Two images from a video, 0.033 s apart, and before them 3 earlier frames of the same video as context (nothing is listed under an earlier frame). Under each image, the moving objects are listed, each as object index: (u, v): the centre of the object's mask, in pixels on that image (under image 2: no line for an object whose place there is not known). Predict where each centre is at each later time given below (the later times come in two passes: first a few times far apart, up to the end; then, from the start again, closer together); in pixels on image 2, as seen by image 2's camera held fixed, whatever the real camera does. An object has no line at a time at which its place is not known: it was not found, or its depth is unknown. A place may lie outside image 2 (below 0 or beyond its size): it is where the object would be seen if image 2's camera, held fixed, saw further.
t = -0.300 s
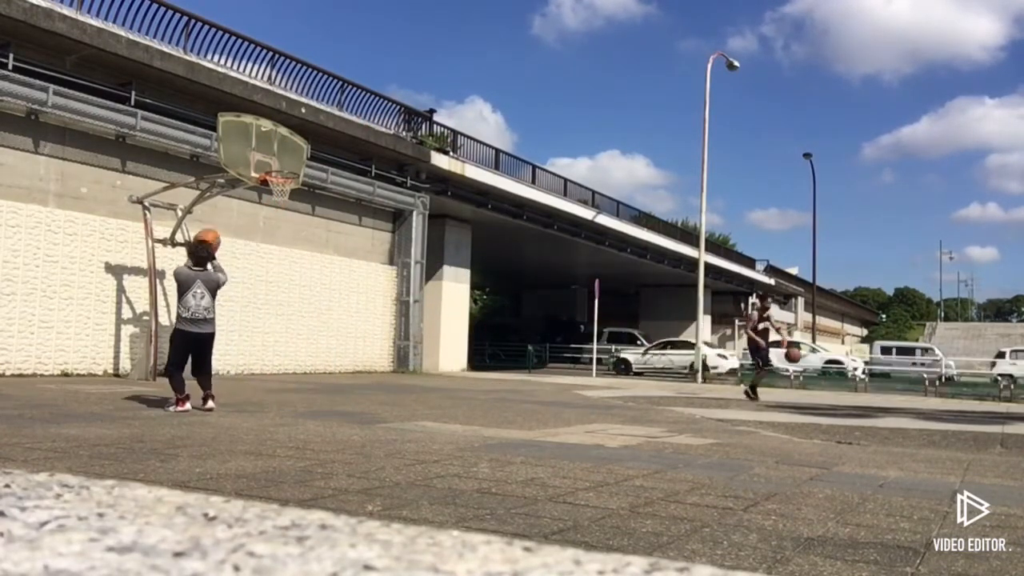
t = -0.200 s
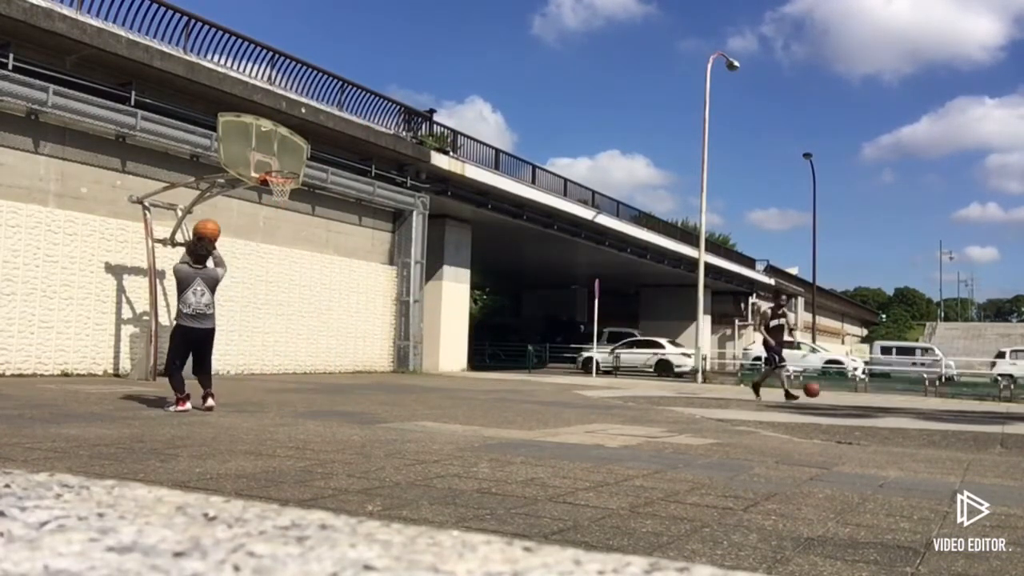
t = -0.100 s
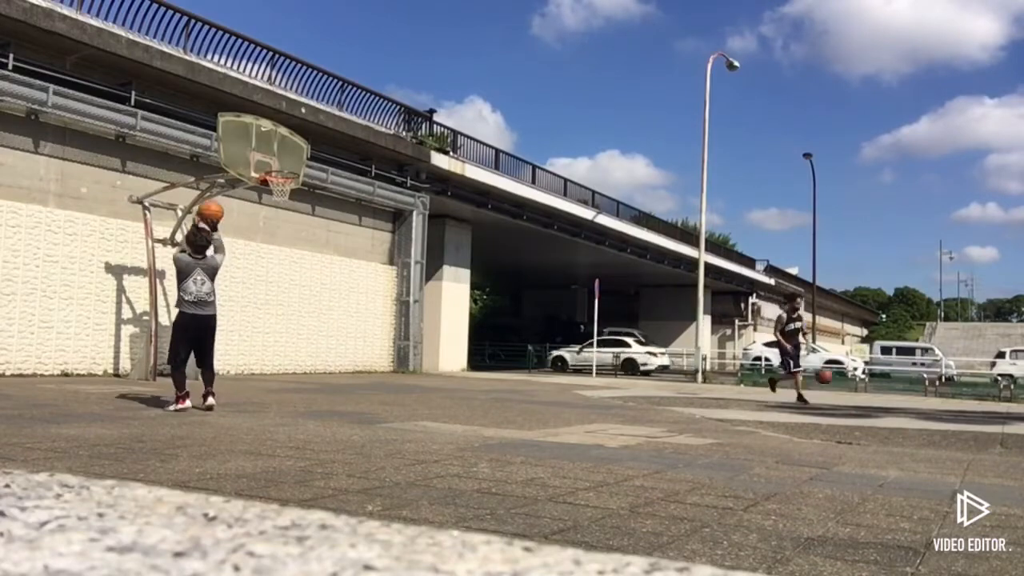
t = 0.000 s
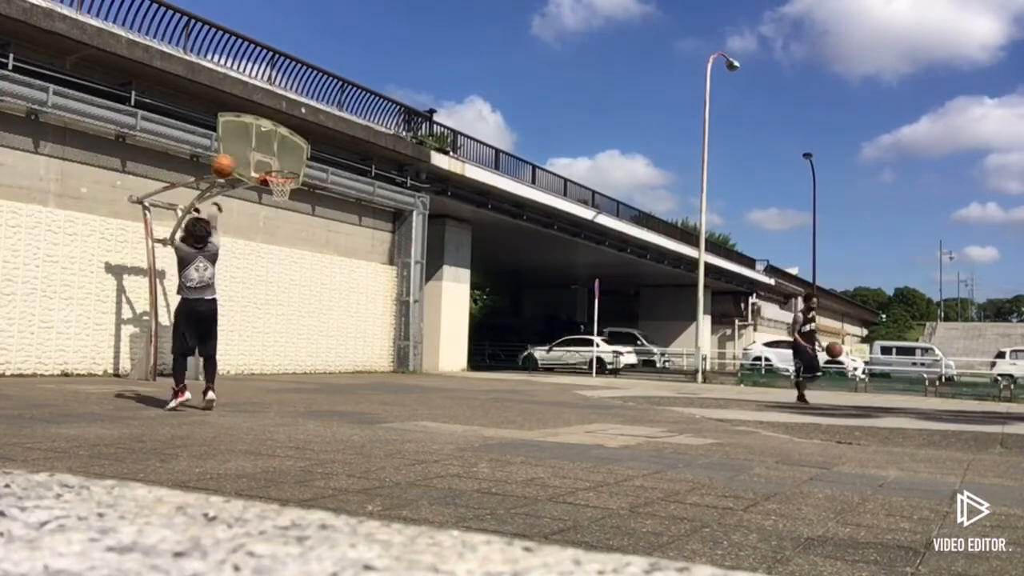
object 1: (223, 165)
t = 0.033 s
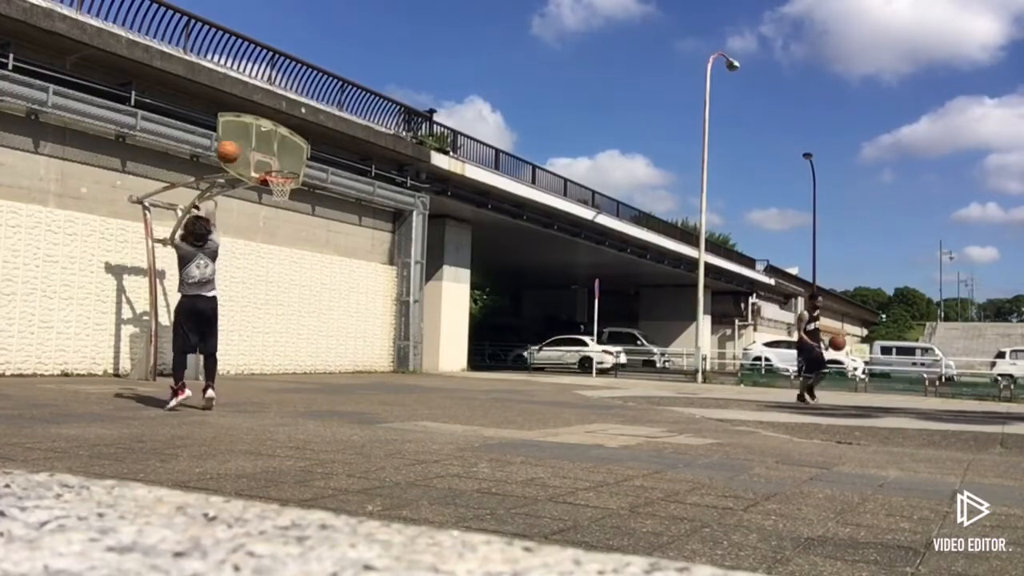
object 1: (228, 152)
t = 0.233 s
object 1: (251, 95)
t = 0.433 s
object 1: (269, 80)
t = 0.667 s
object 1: (284, 100)
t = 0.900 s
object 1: (295, 156)
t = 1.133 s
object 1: (340, 160)
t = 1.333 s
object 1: (380, 182)
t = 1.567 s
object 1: (429, 242)
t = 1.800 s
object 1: (474, 343)
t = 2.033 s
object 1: (517, 334)
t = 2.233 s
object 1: (550, 274)
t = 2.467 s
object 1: (588, 242)
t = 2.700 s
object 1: (624, 248)
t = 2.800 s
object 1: (640, 265)
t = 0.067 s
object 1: (232, 139)
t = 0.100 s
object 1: (236, 127)
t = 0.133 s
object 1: (240, 117)
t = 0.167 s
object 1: (244, 109)
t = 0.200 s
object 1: (247, 102)
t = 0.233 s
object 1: (251, 95)
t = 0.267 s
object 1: (254, 90)
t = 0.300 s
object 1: (258, 86)
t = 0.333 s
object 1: (260, 83)
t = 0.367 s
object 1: (263, 81)
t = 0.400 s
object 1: (266, 80)
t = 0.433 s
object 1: (269, 80)
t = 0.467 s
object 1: (271, 81)
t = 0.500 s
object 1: (273, 82)
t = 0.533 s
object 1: (276, 84)
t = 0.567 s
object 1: (278, 87)
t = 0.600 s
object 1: (280, 91)
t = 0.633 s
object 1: (282, 95)
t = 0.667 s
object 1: (284, 100)
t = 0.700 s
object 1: (286, 105)
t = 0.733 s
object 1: (287, 112)
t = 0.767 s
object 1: (289, 120)
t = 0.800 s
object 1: (290, 128)
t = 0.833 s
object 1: (292, 136)
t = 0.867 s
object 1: (293, 147)
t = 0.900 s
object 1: (295, 156)
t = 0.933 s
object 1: (296, 165)
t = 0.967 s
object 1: (303, 164)
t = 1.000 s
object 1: (310, 161)
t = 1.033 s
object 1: (318, 159)
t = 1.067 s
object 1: (324, 159)
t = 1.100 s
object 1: (332, 159)
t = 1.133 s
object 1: (340, 160)
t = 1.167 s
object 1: (346, 162)
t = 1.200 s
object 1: (353, 165)
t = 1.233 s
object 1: (360, 168)
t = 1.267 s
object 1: (367, 171)
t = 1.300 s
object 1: (374, 176)
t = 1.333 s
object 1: (380, 182)
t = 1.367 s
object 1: (387, 188)
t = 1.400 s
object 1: (395, 196)
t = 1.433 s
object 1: (402, 204)
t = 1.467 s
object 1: (408, 211)
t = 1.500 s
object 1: (415, 221)
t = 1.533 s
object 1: (422, 232)
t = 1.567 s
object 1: (429, 242)
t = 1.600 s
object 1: (435, 254)
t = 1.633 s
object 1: (441, 267)
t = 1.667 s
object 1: (447, 281)
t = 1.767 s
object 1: (468, 327)
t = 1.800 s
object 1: (474, 343)
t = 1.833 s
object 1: (480, 361)
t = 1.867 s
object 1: (486, 380)
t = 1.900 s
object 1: (493, 392)
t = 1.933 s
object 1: (499, 375)
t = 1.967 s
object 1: (505, 361)
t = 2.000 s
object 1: (511, 347)
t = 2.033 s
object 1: (517, 334)
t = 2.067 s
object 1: (522, 321)
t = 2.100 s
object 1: (528, 310)
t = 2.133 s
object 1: (534, 300)
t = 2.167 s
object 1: (539, 291)
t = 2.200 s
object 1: (545, 282)
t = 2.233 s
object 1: (550, 274)
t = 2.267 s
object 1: (555, 267)
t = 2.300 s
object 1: (561, 260)
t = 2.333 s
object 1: (567, 255)
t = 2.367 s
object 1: (572, 251)
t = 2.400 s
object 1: (577, 247)
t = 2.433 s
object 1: (582, 244)
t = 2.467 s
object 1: (588, 242)
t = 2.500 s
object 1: (593, 240)
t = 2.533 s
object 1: (598, 240)
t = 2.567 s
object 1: (604, 240)
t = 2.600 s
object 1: (609, 241)
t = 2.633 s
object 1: (614, 243)
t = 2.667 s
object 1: (619, 245)
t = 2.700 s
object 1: (624, 248)
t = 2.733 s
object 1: (630, 253)
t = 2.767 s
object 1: (635, 258)
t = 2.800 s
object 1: (640, 265)
